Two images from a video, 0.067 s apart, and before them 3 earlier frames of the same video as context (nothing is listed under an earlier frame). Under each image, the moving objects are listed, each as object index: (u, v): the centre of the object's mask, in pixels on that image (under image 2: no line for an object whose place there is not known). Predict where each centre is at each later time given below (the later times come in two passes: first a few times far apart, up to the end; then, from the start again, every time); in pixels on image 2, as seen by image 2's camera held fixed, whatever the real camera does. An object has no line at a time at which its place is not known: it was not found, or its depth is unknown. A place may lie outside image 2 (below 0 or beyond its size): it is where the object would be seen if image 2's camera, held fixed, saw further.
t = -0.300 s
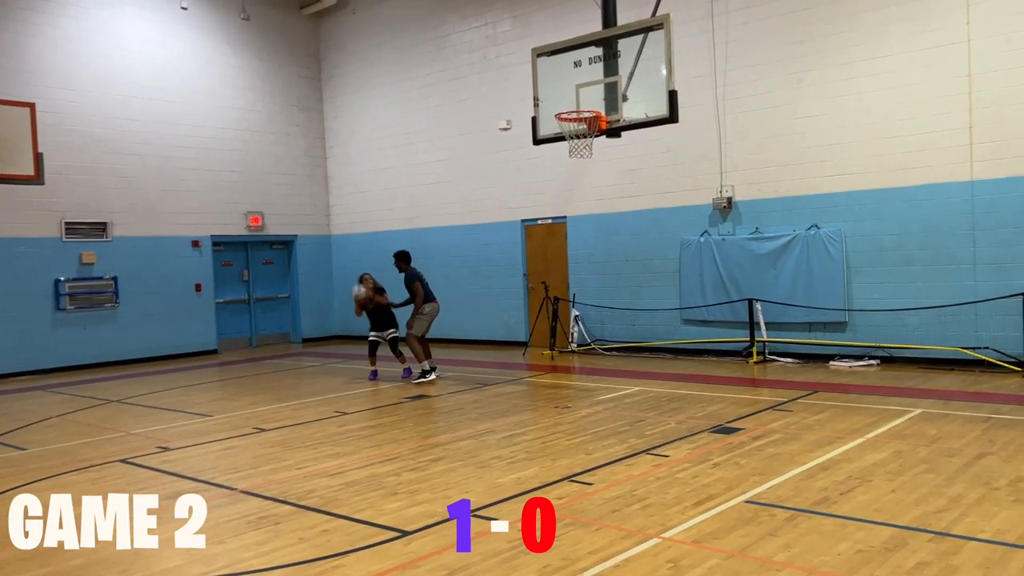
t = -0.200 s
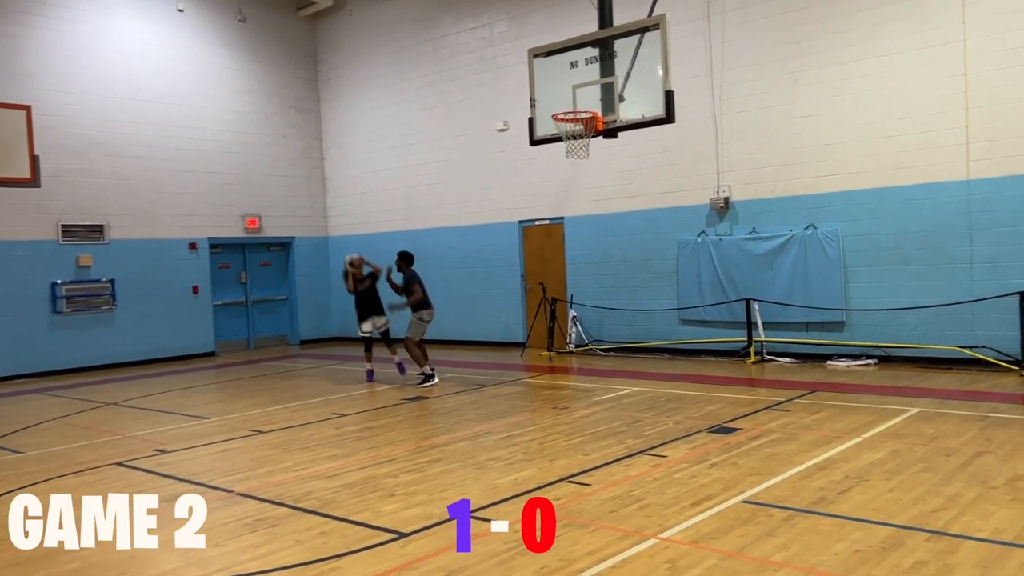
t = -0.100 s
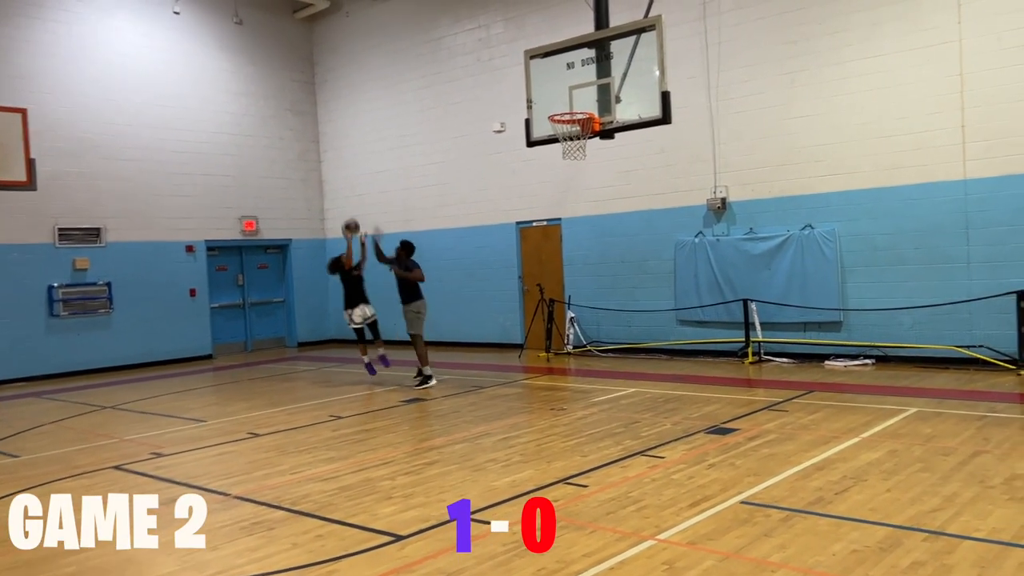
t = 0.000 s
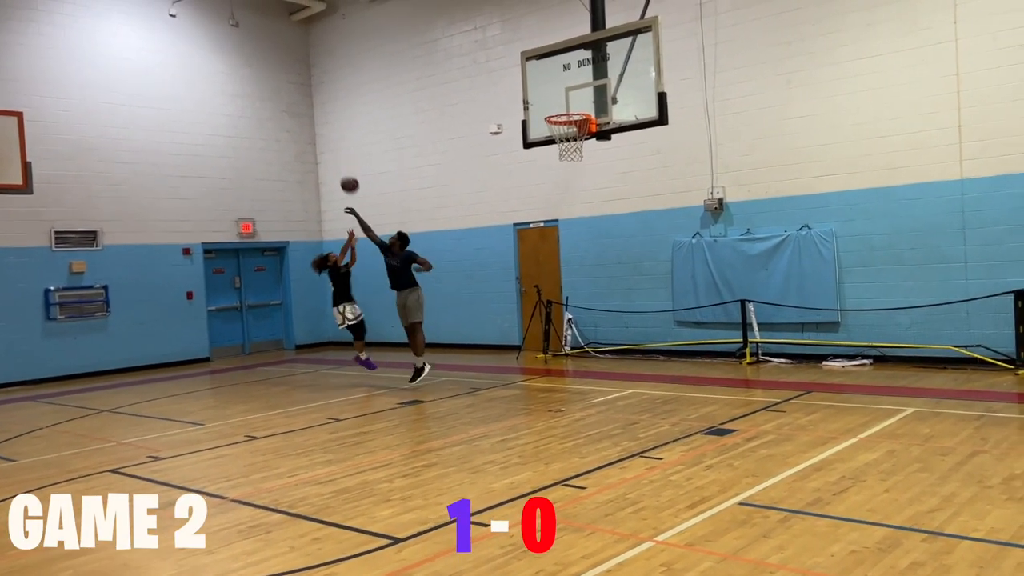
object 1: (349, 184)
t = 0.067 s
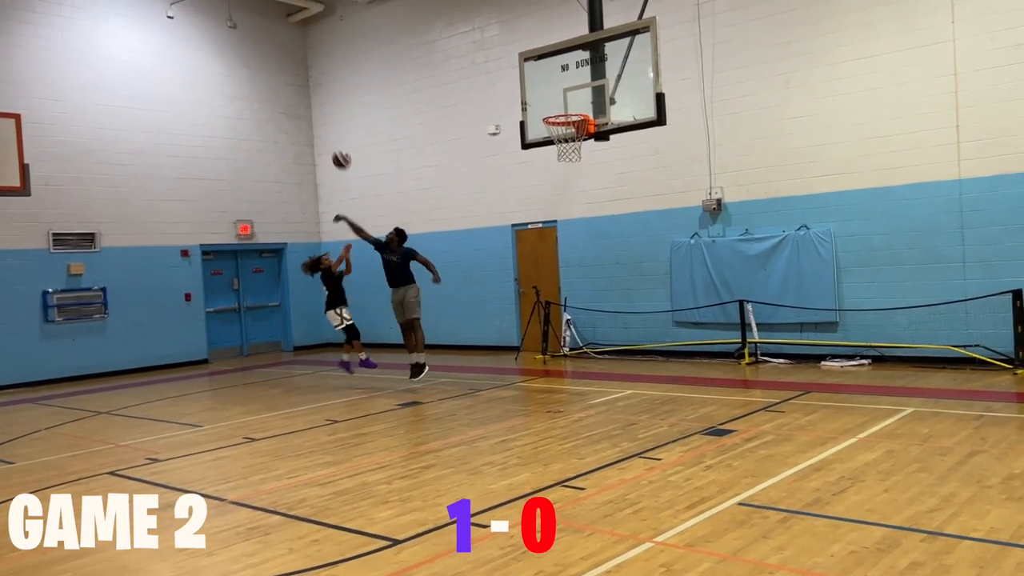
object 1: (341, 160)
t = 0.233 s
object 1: (327, 107)
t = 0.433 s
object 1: (313, 73)
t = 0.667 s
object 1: (298, 70)
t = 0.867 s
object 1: (289, 104)
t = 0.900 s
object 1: (287, 112)
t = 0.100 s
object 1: (338, 147)
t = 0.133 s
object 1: (335, 136)
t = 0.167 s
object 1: (332, 126)
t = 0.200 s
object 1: (329, 116)
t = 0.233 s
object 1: (327, 107)
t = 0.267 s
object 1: (325, 99)
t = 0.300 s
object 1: (322, 93)
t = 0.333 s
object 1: (319, 86)
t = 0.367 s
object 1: (317, 81)
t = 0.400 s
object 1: (315, 76)
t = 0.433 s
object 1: (313, 73)
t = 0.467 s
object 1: (309, 70)
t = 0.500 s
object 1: (307, 68)
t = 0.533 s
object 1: (305, 65)
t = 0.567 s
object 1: (303, 66)
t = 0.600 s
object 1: (301, 67)
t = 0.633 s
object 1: (299, 68)
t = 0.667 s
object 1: (298, 70)
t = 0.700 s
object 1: (296, 74)
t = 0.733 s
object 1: (294, 79)
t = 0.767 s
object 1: (292, 83)
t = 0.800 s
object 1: (291, 89)
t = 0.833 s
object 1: (288, 95)
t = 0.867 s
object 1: (289, 104)
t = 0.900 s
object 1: (287, 112)
